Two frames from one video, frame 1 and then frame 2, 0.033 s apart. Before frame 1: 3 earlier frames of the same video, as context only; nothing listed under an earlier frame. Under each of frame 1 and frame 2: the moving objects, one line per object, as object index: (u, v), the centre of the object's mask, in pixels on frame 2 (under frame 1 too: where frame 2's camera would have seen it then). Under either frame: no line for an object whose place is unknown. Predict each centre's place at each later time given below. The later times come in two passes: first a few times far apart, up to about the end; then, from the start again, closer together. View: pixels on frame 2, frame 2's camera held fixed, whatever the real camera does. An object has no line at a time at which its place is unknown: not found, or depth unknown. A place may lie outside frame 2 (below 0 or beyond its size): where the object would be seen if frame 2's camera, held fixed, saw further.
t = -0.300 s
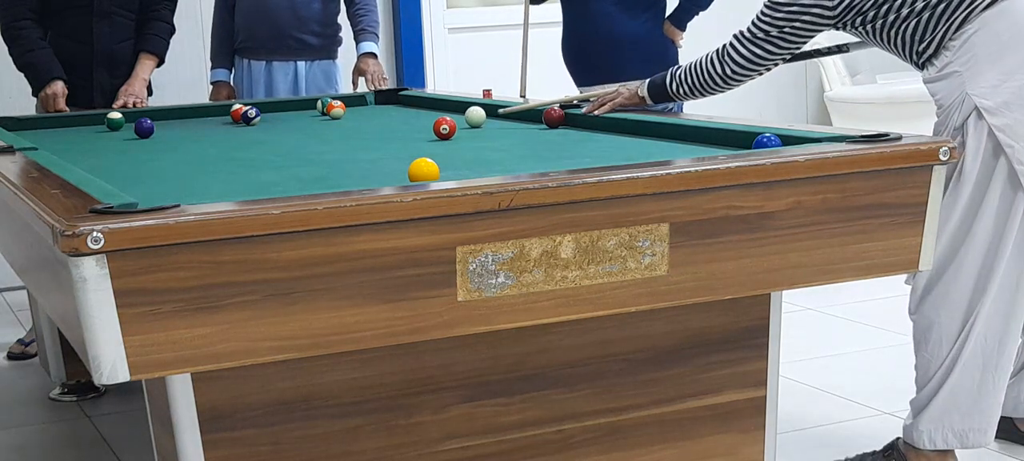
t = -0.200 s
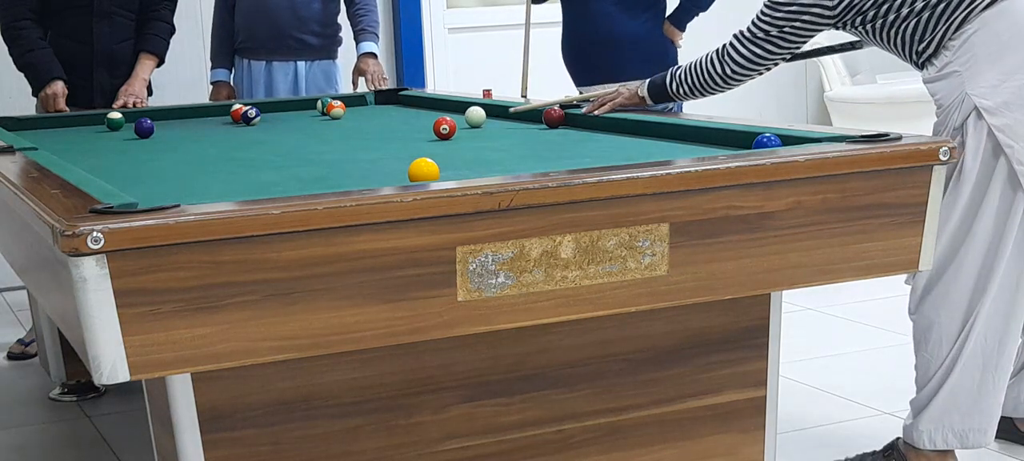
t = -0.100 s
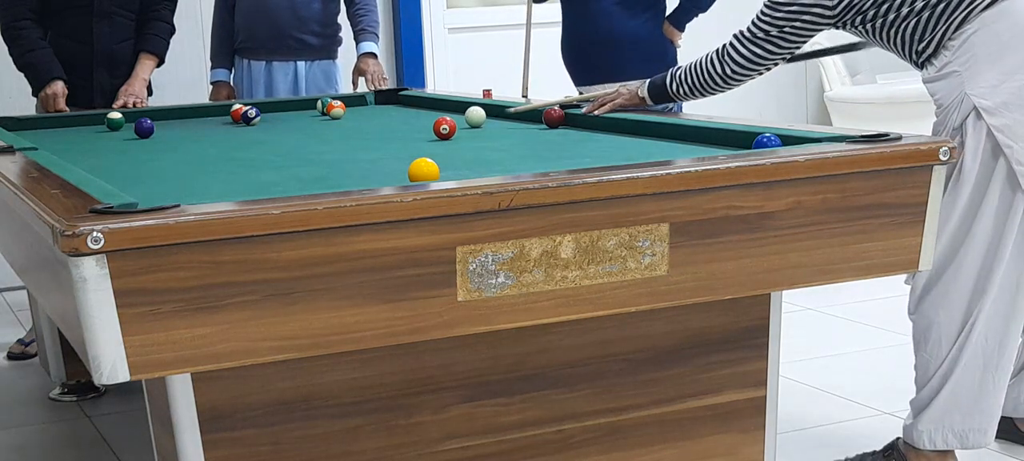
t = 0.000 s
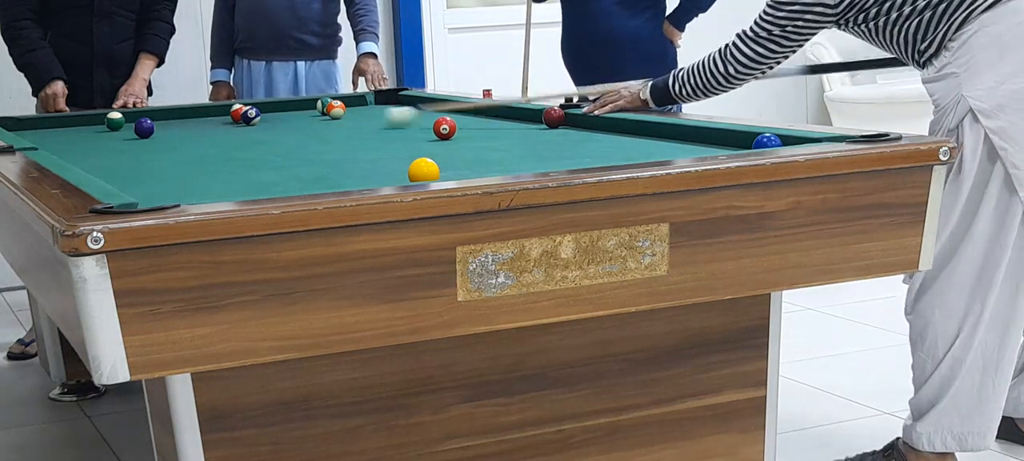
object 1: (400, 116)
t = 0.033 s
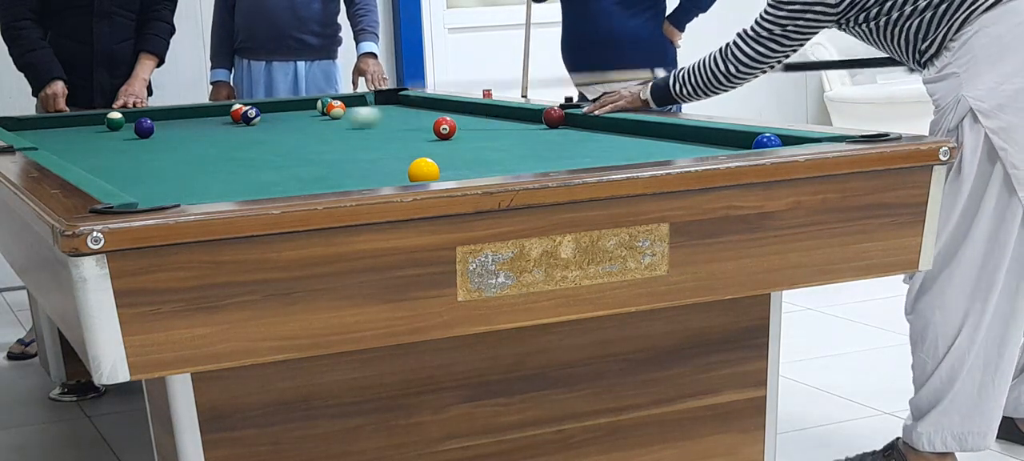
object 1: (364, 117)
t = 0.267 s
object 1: (153, 117)
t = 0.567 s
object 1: (108, 117)
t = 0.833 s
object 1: (94, 119)
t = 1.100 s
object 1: (85, 123)
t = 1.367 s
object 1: (76, 128)
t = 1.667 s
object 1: (67, 132)
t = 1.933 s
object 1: (58, 136)
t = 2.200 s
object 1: (50, 140)
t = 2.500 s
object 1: (41, 143)
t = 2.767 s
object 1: (50, 144)
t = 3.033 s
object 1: (59, 147)
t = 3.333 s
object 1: (69, 149)
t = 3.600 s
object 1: (77, 150)
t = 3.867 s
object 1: (83, 152)
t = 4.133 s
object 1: (86, 152)
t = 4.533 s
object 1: (90, 153)
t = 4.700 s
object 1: (90, 153)
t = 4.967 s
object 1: (89, 153)
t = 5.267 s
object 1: (89, 153)
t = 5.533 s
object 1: (89, 153)
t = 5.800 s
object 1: (89, 153)
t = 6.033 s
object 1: (89, 154)
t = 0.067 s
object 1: (332, 118)
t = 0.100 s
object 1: (298, 118)
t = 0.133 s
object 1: (269, 119)
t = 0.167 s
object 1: (236, 118)
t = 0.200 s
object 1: (208, 119)
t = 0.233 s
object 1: (179, 119)
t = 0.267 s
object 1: (153, 117)
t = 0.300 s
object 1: (132, 118)
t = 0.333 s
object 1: (132, 118)
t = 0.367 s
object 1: (132, 117)
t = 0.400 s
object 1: (131, 117)
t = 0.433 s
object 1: (128, 118)
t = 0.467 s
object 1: (124, 118)
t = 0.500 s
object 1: (119, 117)
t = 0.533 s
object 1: (114, 117)
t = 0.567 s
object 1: (108, 117)
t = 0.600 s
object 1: (103, 116)
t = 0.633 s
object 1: (101, 116)
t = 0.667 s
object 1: (99, 117)
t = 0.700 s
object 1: (98, 118)
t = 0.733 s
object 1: (97, 118)
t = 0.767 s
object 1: (96, 119)
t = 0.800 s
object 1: (95, 119)
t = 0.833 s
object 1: (94, 119)
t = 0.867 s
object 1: (93, 120)
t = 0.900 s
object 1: (92, 120)
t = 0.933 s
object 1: (91, 121)
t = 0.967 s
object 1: (90, 121)
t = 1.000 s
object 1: (89, 122)
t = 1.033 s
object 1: (87, 123)
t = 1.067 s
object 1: (86, 123)
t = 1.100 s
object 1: (85, 123)
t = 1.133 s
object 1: (84, 124)
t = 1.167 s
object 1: (83, 125)
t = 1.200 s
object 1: (82, 125)
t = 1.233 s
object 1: (81, 126)
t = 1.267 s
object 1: (80, 126)
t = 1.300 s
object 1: (79, 127)
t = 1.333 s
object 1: (77, 127)
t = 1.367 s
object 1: (76, 128)
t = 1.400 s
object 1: (75, 128)
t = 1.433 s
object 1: (74, 129)
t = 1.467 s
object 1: (73, 129)
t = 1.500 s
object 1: (72, 130)
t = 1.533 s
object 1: (71, 130)
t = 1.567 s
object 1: (70, 131)
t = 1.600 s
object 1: (69, 131)
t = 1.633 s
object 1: (68, 132)
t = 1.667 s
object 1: (67, 132)
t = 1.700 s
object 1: (66, 133)
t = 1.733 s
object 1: (64, 133)
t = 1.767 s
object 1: (64, 134)
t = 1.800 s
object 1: (62, 134)
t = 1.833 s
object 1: (62, 135)
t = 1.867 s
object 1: (60, 135)
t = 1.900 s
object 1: (59, 136)
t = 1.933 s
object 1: (58, 136)
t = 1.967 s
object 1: (57, 137)
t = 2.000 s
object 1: (56, 137)
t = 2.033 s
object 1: (55, 138)
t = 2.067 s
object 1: (54, 139)
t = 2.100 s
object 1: (53, 139)
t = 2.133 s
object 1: (52, 139)
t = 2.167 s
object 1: (51, 140)
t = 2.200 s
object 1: (50, 140)
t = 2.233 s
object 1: (49, 141)
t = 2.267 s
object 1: (48, 141)
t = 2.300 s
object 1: (47, 141)
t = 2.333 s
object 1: (46, 141)
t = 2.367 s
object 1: (45, 142)
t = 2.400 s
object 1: (45, 142)
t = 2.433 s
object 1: (43, 142)
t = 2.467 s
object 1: (43, 142)
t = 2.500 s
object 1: (41, 143)
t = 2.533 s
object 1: (42, 143)
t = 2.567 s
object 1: (43, 143)
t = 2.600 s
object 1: (44, 144)
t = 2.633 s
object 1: (45, 144)
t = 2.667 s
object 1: (47, 144)
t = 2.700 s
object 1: (48, 144)
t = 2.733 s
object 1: (49, 144)
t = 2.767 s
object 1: (50, 144)
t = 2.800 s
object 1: (51, 145)
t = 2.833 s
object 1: (52, 145)
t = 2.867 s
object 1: (54, 145)
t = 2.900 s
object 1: (55, 146)
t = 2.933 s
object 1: (56, 146)
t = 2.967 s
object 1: (57, 146)
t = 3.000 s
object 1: (58, 146)
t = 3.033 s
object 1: (59, 147)
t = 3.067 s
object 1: (60, 147)
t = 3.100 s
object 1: (62, 147)
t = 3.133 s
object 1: (63, 148)
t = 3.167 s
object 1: (64, 148)
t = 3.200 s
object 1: (65, 148)
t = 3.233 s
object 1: (66, 148)
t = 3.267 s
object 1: (67, 149)
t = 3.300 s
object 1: (68, 149)
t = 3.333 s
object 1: (69, 149)
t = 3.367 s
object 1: (70, 149)
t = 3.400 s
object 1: (71, 149)
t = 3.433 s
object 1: (72, 149)
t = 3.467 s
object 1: (73, 150)
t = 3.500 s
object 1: (74, 150)
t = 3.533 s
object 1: (75, 150)
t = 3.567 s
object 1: (76, 150)
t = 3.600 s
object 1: (77, 150)
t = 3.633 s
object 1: (78, 151)
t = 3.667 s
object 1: (78, 151)
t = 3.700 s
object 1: (79, 151)
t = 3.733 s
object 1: (80, 151)
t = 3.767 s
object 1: (81, 151)
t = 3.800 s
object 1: (82, 151)
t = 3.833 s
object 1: (82, 151)
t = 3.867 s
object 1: (83, 152)
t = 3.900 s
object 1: (83, 151)
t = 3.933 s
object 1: (84, 152)
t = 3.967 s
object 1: (84, 152)
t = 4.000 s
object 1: (85, 152)
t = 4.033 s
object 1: (85, 152)
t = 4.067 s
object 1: (86, 152)
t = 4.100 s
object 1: (86, 152)
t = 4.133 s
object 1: (86, 152)
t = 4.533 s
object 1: (90, 153)
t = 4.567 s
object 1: (90, 153)
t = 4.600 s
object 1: (90, 153)
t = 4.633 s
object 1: (90, 153)
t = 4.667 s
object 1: (90, 153)
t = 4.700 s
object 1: (90, 153)
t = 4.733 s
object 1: (89, 153)
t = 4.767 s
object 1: (89, 153)
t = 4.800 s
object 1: (89, 153)
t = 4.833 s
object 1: (89, 153)
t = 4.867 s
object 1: (89, 153)
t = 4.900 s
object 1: (89, 153)
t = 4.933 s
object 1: (89, 153)
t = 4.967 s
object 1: (89, 153)
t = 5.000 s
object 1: (89, 153)
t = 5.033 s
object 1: (89, 153)
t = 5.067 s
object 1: (89, 153)
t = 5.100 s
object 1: (89, 153)
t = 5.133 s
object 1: (89, 153)
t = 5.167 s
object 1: (89, 153)
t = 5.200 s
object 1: (89, 153)
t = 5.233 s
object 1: (89, 153)
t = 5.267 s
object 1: (89, 153)
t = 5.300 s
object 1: (89, 153)
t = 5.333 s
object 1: (89, 153)
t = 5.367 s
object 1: (89, 153)
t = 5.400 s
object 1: (89, 153)
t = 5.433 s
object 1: (89, 153)
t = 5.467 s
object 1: (89, 153)
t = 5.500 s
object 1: (89, 153)
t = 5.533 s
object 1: (89, 153)
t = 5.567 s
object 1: (89, 153)
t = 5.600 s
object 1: (89, 153)
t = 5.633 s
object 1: (89, 153)
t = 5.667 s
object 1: (89, 153)
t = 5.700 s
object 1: (89, 153)
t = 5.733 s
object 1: (89, 153)
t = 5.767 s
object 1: (89, 153)
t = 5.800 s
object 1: (89, 153)
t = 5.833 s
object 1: (89, 153)
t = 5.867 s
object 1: (89, 153)
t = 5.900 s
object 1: (89, 154)
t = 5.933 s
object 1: (89, 154)
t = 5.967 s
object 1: (89, 154)
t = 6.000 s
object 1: (89, 154)
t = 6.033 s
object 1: (89, 154)
